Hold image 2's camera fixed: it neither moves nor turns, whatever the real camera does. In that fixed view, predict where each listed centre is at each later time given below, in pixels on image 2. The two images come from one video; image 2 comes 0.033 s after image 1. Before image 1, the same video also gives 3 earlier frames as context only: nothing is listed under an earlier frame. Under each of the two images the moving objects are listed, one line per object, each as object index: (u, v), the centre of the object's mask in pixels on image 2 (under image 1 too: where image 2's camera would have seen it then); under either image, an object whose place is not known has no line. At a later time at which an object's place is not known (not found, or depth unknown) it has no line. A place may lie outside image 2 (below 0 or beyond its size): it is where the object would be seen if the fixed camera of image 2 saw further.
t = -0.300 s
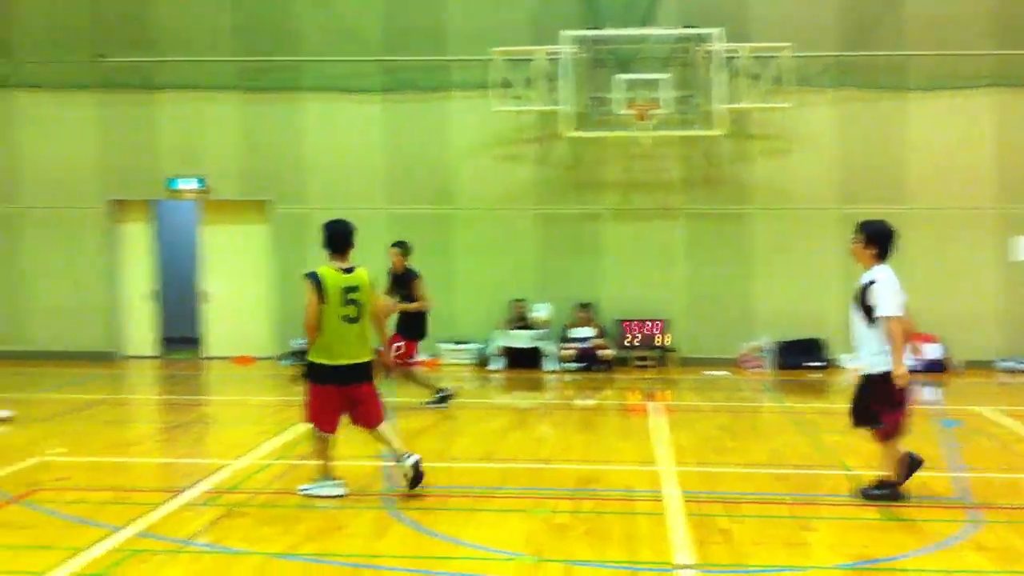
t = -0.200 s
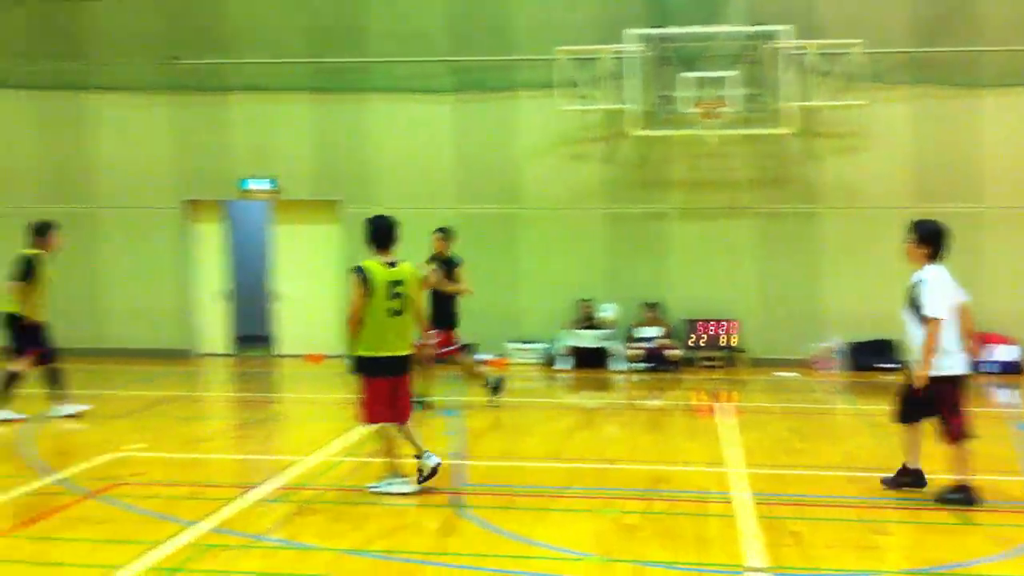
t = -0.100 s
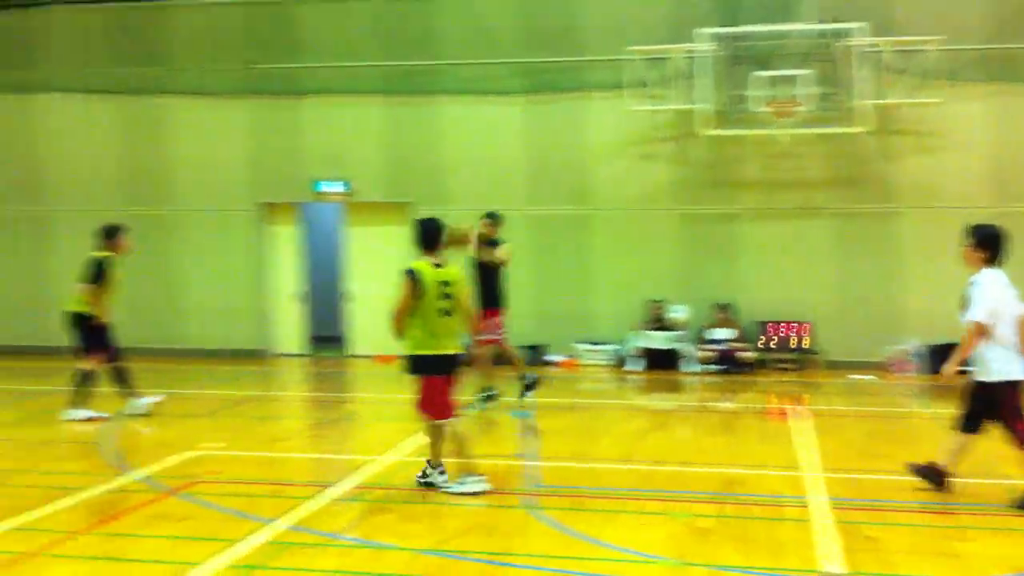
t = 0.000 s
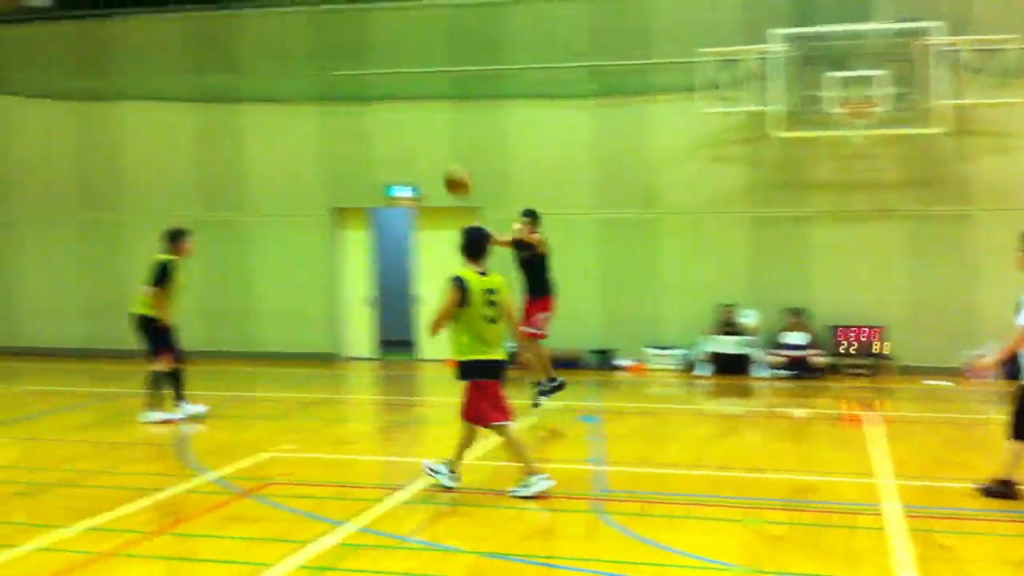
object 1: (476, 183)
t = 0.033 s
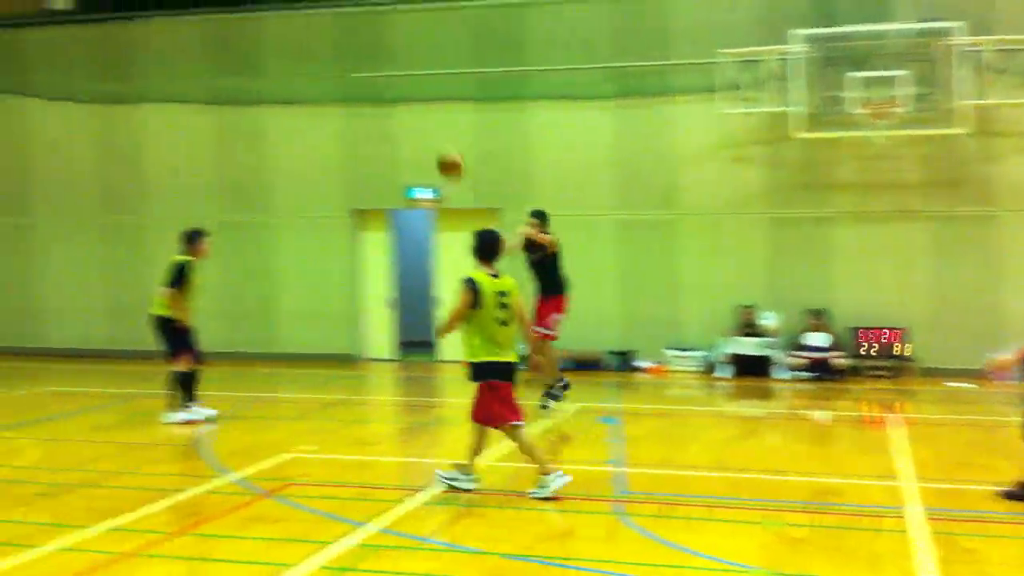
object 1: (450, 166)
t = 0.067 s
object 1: (422, 147)
